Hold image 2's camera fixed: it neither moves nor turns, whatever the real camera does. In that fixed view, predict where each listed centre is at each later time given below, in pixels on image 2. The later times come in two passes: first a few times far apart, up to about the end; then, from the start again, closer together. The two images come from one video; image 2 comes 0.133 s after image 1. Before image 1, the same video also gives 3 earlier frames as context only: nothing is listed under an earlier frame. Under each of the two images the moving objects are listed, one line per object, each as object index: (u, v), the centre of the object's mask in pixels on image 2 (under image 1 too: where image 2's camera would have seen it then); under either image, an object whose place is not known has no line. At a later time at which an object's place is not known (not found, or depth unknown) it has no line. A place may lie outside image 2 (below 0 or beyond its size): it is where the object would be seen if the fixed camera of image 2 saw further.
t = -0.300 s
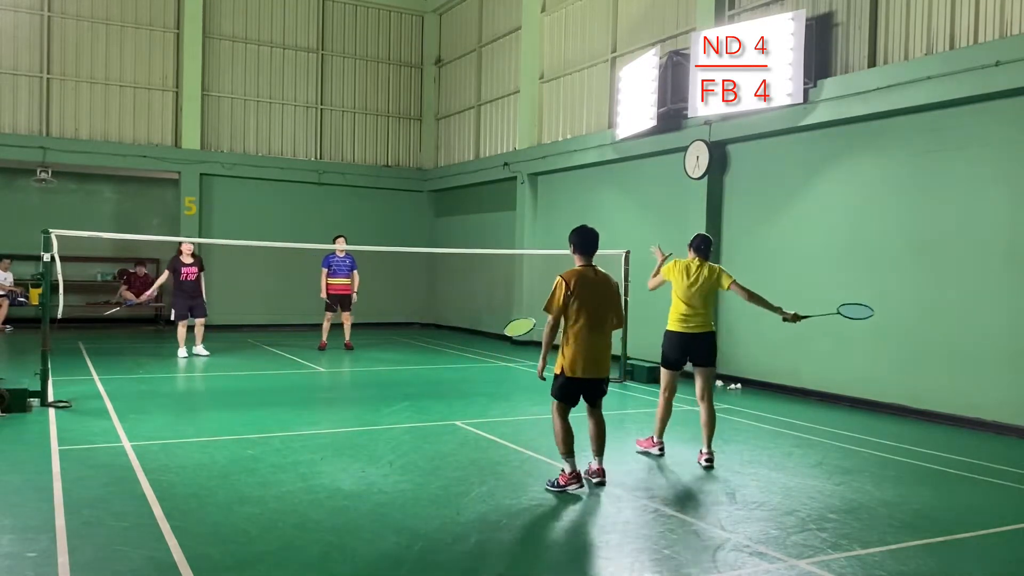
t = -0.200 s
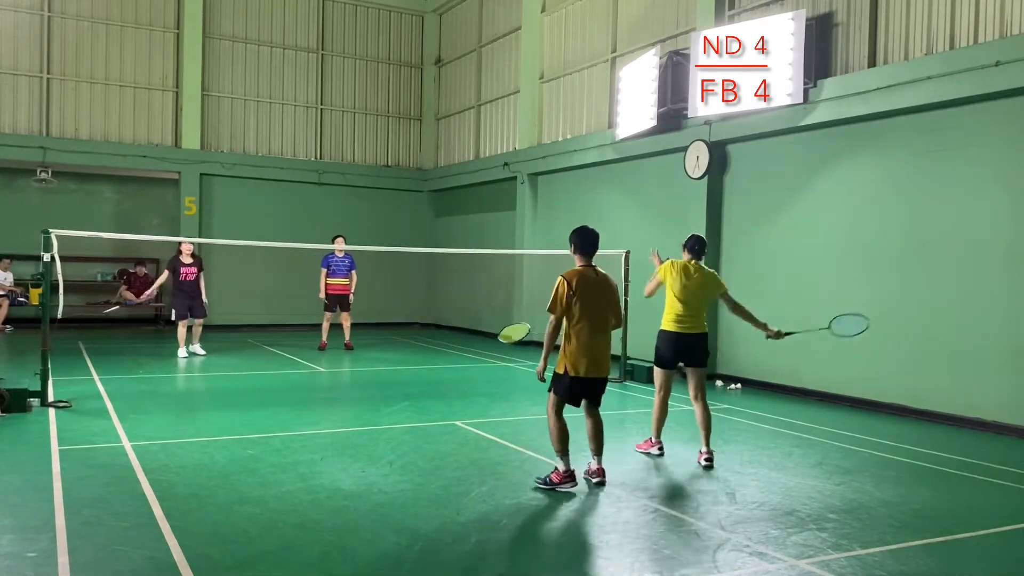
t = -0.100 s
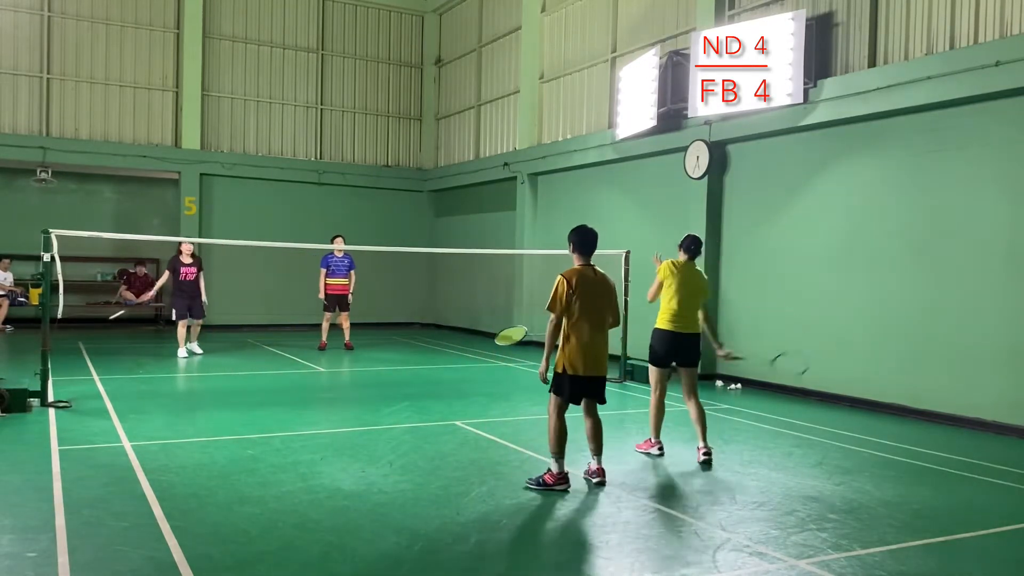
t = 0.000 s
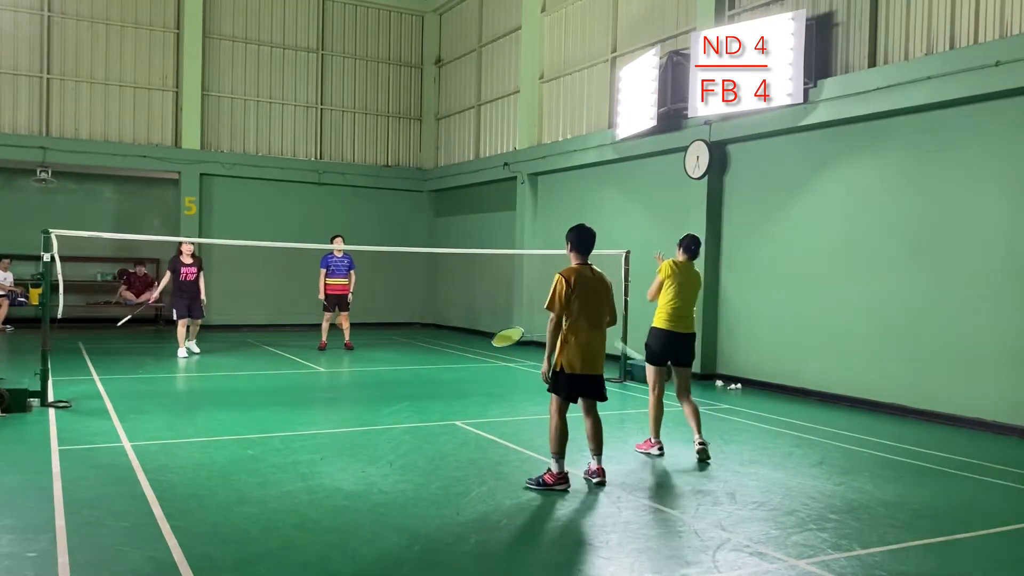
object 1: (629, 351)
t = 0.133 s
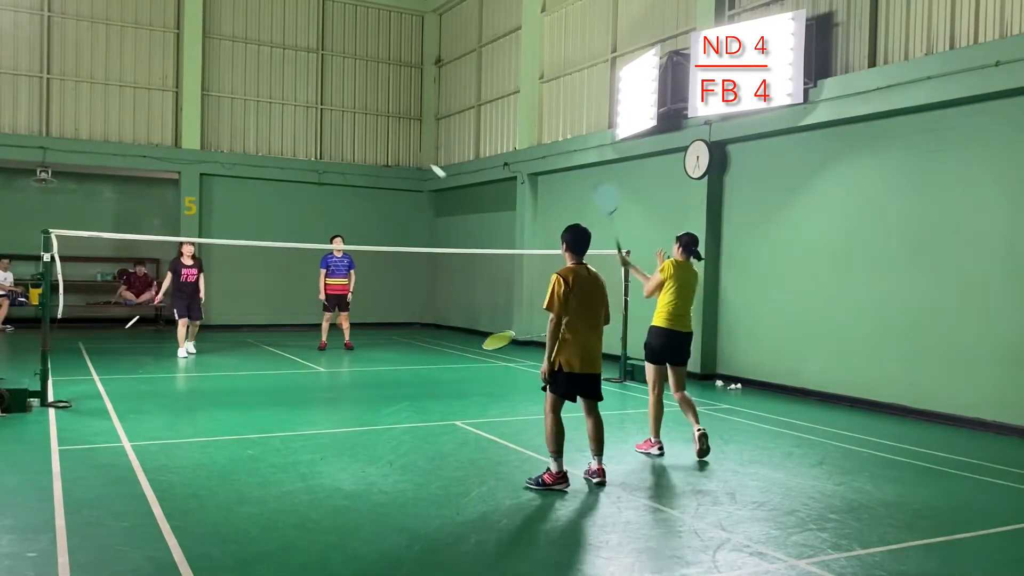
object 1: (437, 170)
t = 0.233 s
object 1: (362, 110)
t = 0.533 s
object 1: (235, 50)
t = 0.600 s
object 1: (217, 50)
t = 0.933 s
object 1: (149, 97)
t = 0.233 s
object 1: (362, 110)
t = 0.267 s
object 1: (342, 96)
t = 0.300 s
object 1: (325, 85)
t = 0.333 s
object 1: (309, 75)
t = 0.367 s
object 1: (294, 68)
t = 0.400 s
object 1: (280, 62)
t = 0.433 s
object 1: (268, 57)
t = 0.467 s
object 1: (256, 53)
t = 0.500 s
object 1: (245, 51)
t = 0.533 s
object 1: (235, 50)
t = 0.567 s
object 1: (226, 50)
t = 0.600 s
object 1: (217, 50)
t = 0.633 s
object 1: (208, 52)
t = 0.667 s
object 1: (201, 54)
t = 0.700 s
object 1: (193, 57)
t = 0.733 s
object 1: (185, 61)
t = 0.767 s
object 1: (179, 65)
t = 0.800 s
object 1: (172, 71)
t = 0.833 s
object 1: (166, 76)
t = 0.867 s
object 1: (160, 83)
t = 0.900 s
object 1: (155, 90)
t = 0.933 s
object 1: (149, 97)
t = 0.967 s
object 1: (144, 105)
